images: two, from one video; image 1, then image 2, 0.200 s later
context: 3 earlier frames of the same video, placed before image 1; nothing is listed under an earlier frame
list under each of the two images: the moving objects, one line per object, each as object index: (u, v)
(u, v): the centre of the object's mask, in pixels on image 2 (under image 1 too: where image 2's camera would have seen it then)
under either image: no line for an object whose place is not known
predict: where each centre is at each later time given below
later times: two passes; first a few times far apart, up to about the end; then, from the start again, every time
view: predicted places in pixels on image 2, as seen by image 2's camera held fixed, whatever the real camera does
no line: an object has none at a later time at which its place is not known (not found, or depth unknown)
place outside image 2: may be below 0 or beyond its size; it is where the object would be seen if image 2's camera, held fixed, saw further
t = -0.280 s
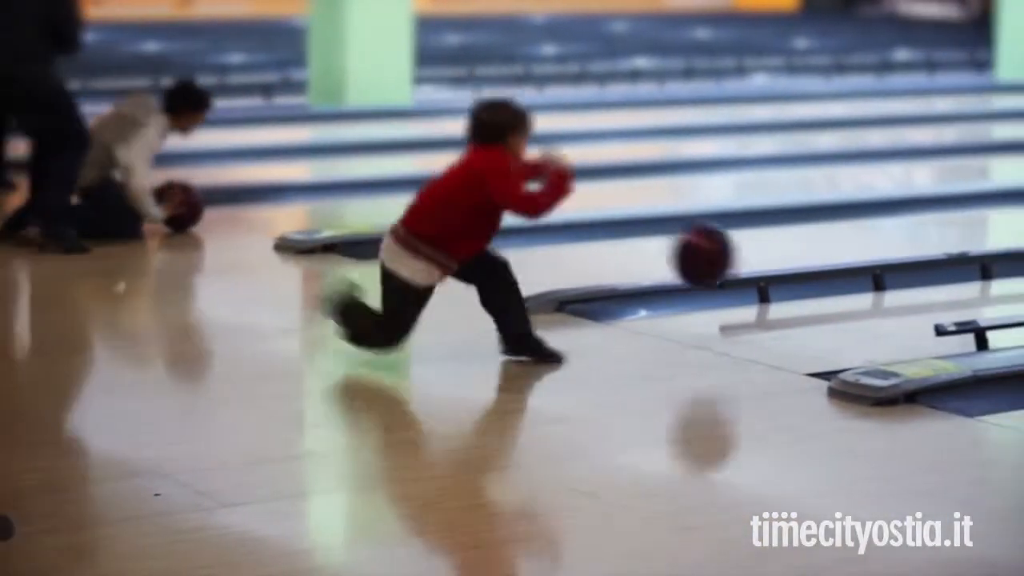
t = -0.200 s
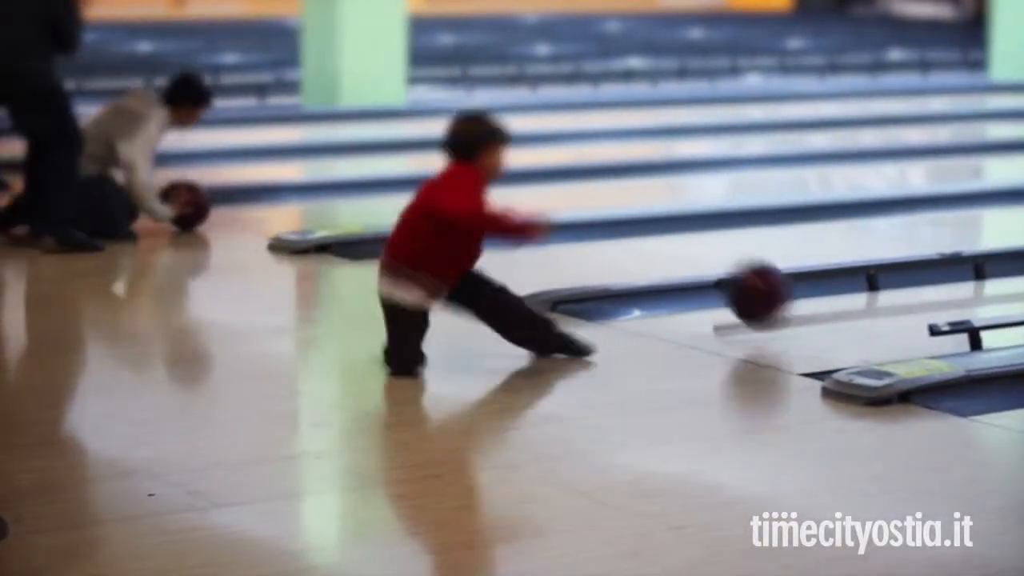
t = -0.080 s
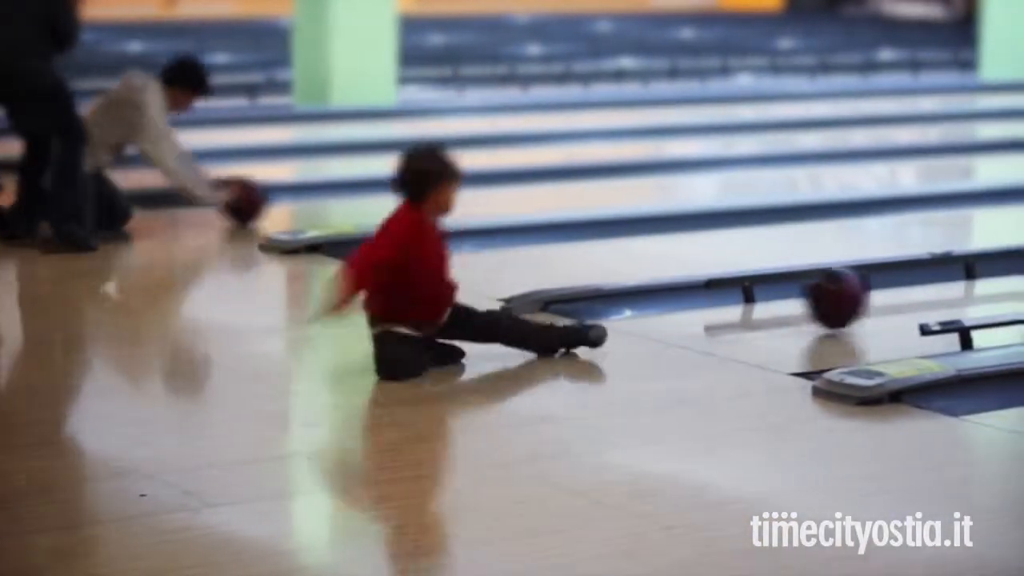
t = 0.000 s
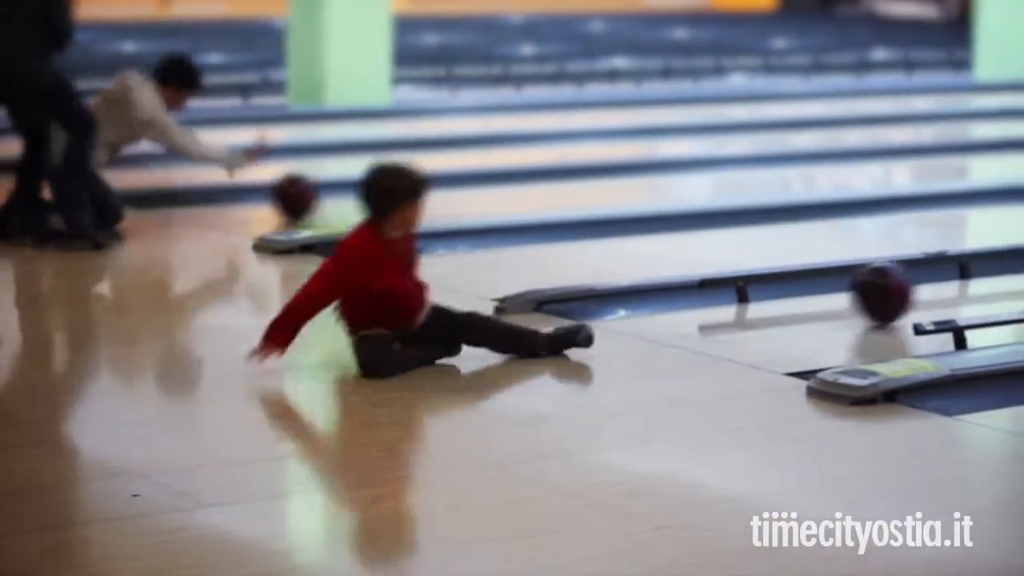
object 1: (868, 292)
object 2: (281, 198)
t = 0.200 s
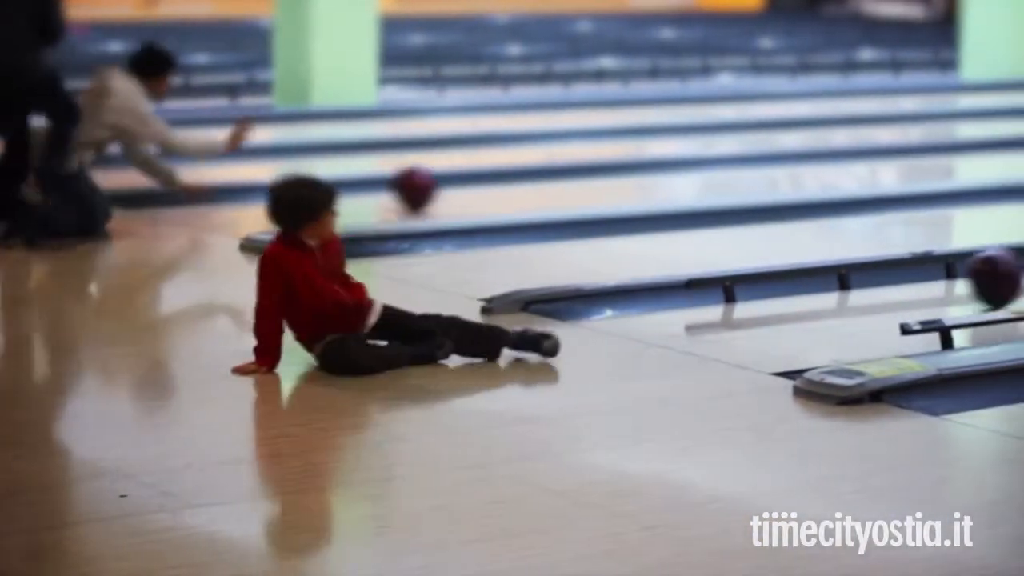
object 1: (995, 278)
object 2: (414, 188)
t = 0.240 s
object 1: (1010, 275)
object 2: (440, 186)
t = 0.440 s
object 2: (558, 180)
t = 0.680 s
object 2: (687, 170)
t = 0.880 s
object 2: (785, 163)
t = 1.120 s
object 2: (894, 156)
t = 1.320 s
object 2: (978, 151)
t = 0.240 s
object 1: (1010, 275)
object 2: (440, 186)
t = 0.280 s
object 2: (464, 185)
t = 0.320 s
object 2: (489, 184)
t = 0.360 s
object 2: (513, 182)
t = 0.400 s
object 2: (536, 180)
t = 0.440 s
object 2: (558, 180)
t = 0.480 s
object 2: (581, 178)
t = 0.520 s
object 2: (603, 176)
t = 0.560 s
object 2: (625, 174)
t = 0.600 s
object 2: (646, 172)
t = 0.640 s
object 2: (666, 171)
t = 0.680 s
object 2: (687, 170)
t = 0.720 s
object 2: (708, 169)
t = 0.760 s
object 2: (726, 168)
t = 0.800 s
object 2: (747, 166)
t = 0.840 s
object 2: (765, 164)
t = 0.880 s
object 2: (785, 163)
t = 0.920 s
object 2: (803, 162)
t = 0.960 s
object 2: (822, 160)
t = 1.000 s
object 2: (840, 159)
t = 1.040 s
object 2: (858, 159)
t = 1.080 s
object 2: (876, 157)
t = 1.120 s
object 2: (894, 156)
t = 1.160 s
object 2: (911, 155)
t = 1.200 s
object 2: (927, 154)
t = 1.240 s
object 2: (944, 153)
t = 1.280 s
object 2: (960, 152)
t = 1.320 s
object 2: (978, 151)
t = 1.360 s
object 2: (994, 149)
